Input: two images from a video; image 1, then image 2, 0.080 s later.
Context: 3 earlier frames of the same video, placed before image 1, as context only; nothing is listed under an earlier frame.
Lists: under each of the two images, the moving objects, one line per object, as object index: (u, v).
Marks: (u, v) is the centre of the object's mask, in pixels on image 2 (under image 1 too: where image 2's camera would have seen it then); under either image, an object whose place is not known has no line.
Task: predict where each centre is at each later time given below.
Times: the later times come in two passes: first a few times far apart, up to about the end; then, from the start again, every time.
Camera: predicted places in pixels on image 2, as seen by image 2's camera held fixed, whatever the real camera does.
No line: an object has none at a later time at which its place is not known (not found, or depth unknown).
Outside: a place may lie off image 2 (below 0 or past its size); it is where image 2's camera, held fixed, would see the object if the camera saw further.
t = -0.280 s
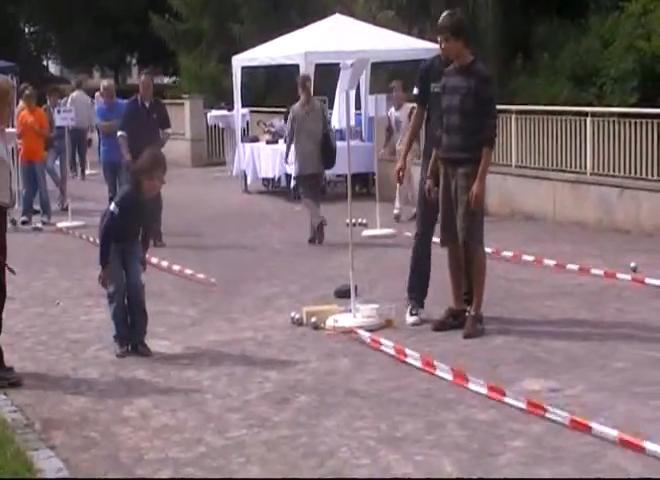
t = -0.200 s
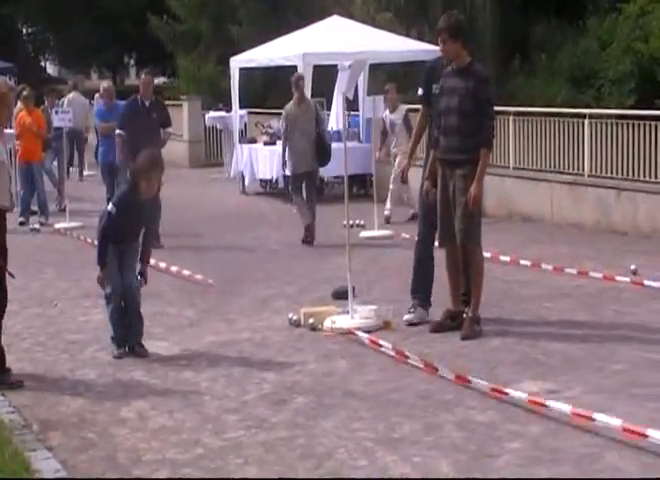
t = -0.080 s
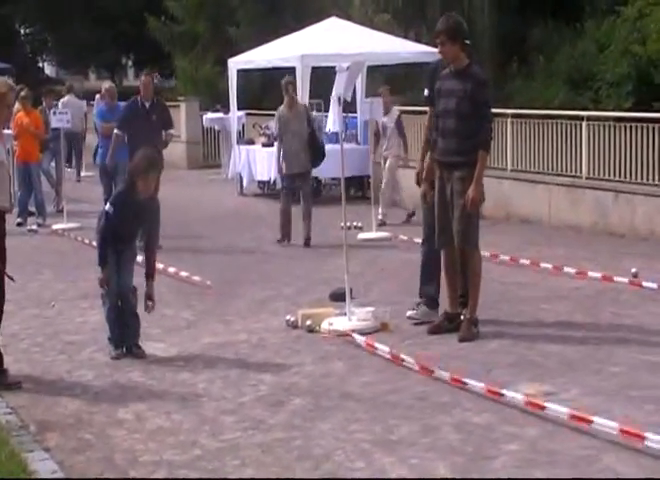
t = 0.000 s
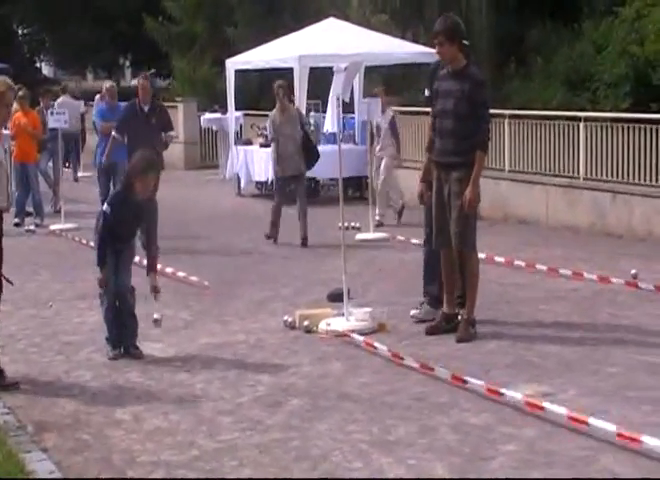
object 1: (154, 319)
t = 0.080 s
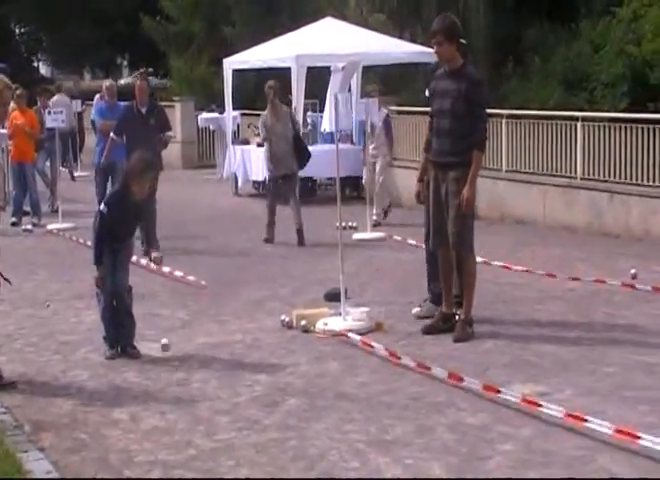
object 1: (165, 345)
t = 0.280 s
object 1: (187, 388)
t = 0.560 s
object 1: (216, 429)
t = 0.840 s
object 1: (255, 472)
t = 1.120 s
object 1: (304, 522)
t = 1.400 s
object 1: (354, 577)
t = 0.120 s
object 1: (171, 363)
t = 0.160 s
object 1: (177, 382)
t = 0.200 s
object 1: (180, 380)
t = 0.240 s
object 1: (183, 382)
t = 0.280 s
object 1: (187, 388)
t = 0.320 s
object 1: (192, 398)
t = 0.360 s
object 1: (196, 402)
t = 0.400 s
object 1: (199, 405)
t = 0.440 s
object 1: (204, 413)
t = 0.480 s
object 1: (208, 419)
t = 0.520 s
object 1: (212, 424)
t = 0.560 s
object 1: (216, 429)
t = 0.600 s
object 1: (221, 434)
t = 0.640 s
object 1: (226, 441)
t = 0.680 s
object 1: (233, 448)
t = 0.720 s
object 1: (238, 453)
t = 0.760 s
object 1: (243, 459)
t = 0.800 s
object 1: (249, 466)
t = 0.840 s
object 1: (255, 472)
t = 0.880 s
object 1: (261, 479)
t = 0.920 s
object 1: (268, 485)
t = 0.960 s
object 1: (274, 492)
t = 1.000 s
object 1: (282, 499)
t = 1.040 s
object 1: (289, 505)
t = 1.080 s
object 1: (296, 513)
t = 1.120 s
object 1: (304, 522)
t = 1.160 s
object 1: (310, 528)
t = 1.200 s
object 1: (316, 535)
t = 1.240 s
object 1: (323, 544)
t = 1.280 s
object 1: (330, 552)
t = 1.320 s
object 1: (337, 559)
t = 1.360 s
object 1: (346, 568)
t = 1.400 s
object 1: (354, 577)
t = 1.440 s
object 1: (362, 583)
